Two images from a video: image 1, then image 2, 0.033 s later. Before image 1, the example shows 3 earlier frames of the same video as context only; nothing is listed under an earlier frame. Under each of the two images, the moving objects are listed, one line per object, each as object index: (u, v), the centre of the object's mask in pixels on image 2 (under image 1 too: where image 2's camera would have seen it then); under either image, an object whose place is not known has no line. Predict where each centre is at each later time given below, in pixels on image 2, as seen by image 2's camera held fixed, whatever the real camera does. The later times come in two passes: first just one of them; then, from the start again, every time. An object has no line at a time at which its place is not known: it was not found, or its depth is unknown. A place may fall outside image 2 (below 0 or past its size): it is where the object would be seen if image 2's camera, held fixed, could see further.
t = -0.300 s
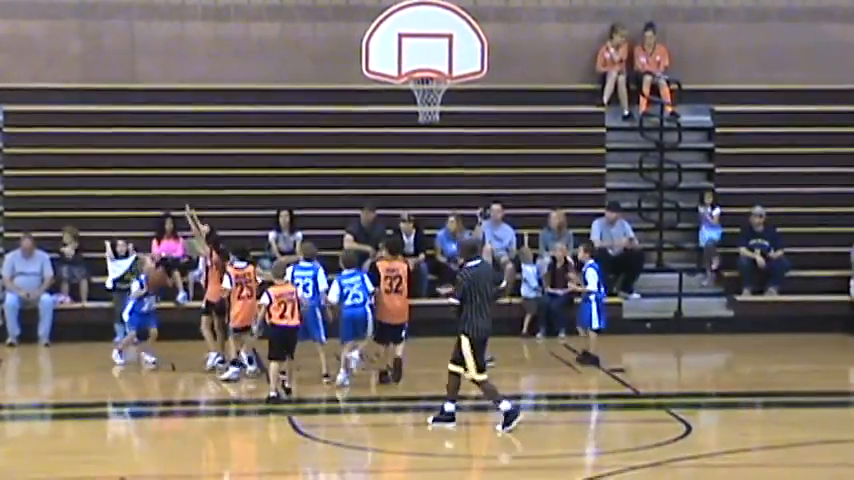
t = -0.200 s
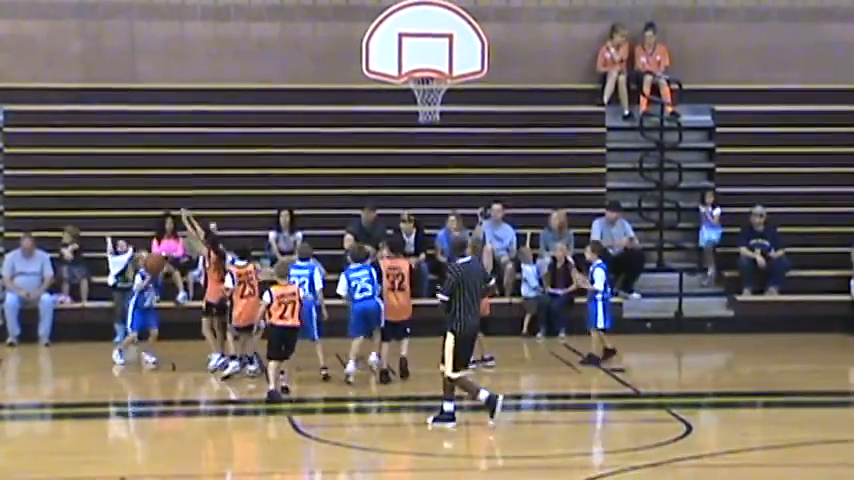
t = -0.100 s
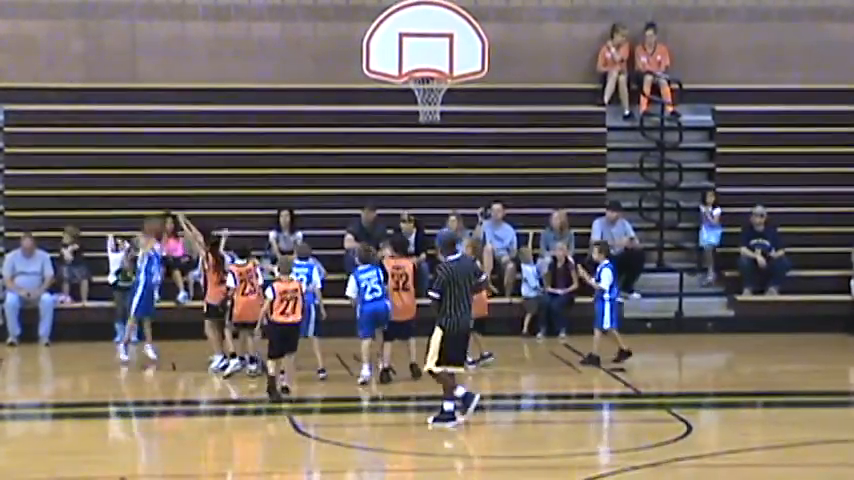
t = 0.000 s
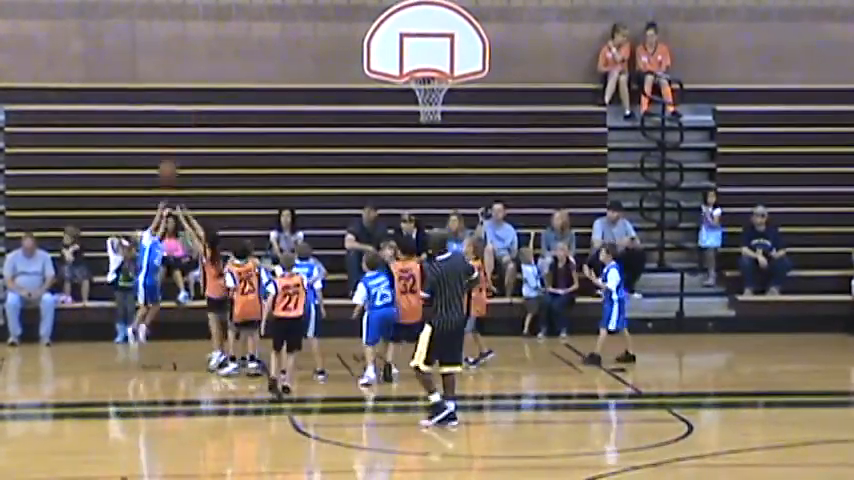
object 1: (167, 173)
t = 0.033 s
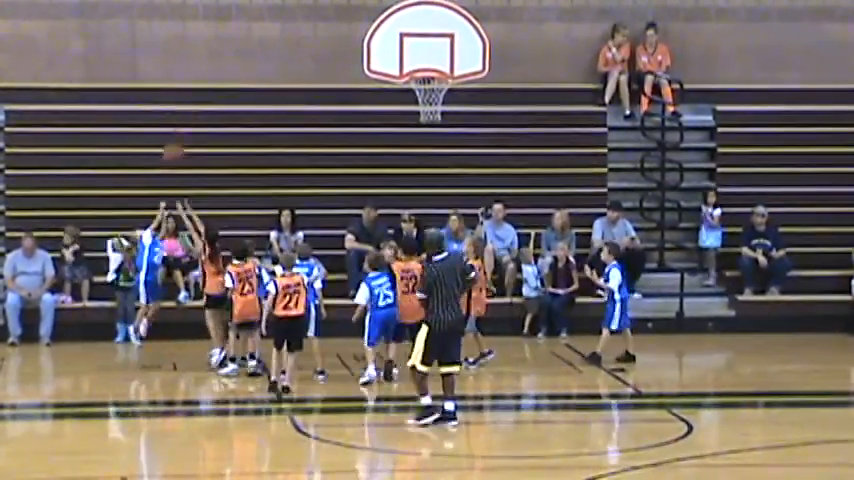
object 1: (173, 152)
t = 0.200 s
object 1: (202, 82)
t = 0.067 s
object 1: (179, 136)
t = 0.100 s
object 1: (185, 122)
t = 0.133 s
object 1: (191, 106)
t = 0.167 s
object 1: (197, 92)
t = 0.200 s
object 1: (202, 82)
